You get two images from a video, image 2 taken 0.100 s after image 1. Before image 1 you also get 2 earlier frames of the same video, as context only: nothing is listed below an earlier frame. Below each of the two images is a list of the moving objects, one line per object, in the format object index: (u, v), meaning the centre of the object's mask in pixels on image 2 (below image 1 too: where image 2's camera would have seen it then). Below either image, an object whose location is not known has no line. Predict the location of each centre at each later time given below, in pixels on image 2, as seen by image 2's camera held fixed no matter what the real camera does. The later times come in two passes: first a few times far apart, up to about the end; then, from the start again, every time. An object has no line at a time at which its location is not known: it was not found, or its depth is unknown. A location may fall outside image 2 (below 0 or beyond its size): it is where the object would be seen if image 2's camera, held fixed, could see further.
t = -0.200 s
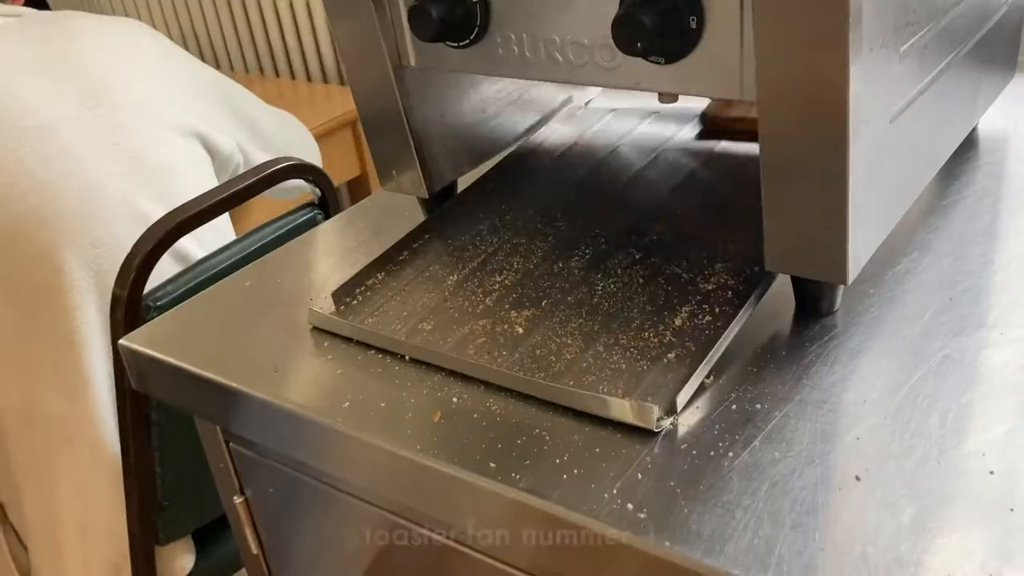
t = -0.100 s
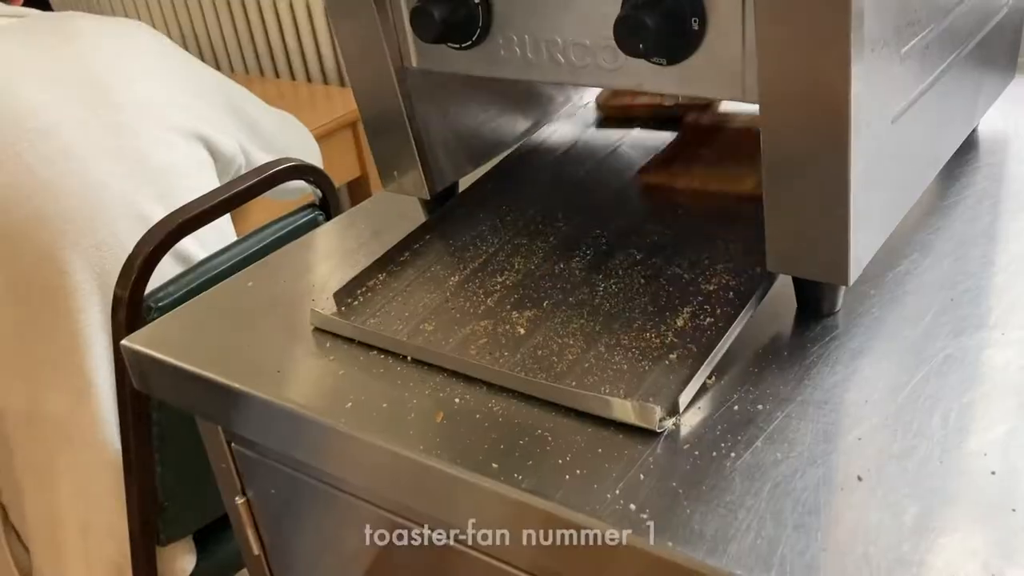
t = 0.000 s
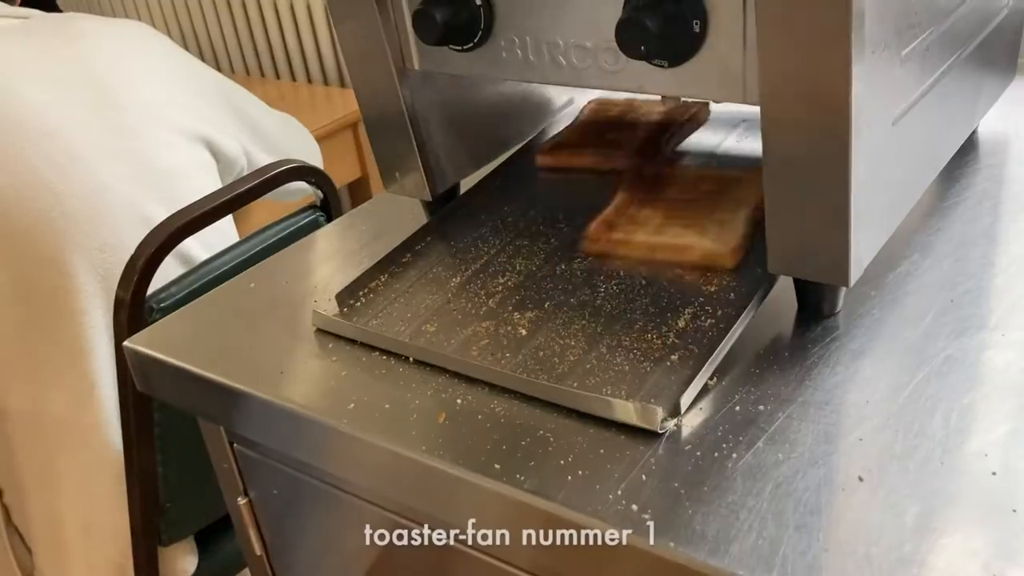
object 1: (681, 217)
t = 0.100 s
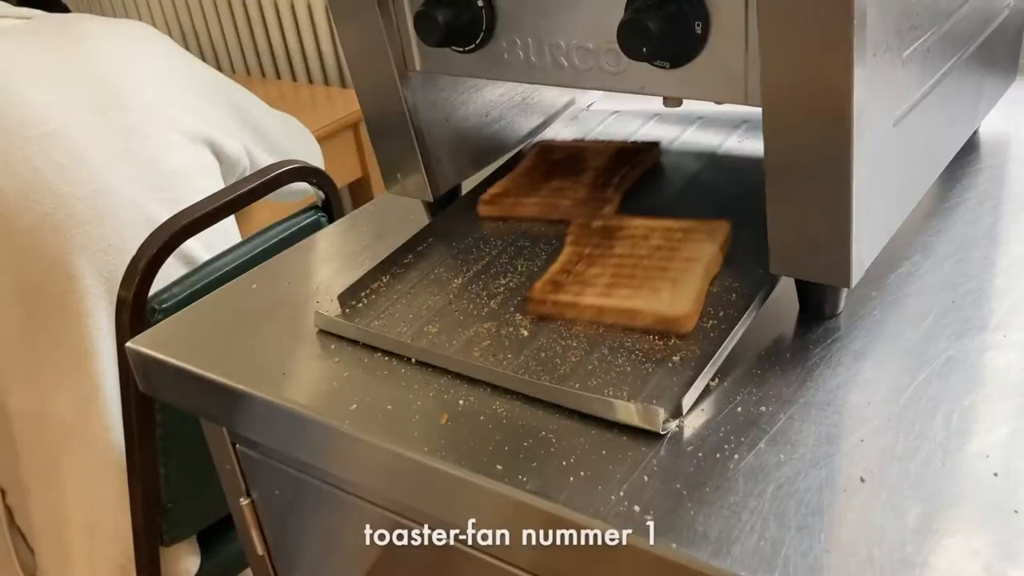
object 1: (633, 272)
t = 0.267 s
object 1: (600, 329)
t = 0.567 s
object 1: (600, 329)
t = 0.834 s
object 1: (600, 329)
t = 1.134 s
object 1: (600, 329)
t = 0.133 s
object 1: (619, 290)
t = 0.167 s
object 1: (606, 306)
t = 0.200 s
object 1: (595, 321)
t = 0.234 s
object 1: (596, 327)
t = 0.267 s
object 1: (600, 329)
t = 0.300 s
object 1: (600, 329)
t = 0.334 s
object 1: (600, 329)
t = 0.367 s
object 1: (600, 329)
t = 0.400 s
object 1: (600, 329)
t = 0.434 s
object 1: (600, 329)
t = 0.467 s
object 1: (600, 329)
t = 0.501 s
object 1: (600, 329)
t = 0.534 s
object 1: (600, 329)
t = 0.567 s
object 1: (600, 329)
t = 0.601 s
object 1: (600, 329)
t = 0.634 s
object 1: (600, 329)
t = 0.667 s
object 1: (600, 329)
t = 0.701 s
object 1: (600, 329)
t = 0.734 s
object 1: (600, 329)
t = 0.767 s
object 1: (600, 330)
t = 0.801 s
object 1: (600, 329)
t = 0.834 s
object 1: (600, 329)
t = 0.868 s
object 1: (601, 329)
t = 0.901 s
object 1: (601, 329)
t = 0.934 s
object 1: (601, 329)
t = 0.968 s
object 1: (601, 329)
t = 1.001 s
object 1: (601, 330)
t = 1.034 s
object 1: (601, 330)
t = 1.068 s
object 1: (600, 330)
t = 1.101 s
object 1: (600, 330)
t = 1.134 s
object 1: (600, 329)
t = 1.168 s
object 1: (599, 329)
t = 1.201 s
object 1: (599, 329)
